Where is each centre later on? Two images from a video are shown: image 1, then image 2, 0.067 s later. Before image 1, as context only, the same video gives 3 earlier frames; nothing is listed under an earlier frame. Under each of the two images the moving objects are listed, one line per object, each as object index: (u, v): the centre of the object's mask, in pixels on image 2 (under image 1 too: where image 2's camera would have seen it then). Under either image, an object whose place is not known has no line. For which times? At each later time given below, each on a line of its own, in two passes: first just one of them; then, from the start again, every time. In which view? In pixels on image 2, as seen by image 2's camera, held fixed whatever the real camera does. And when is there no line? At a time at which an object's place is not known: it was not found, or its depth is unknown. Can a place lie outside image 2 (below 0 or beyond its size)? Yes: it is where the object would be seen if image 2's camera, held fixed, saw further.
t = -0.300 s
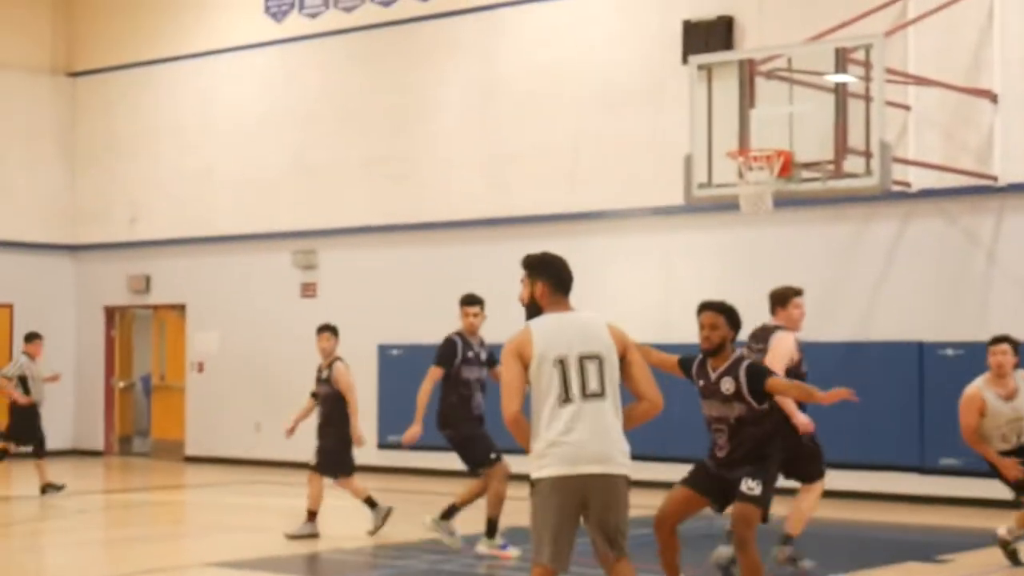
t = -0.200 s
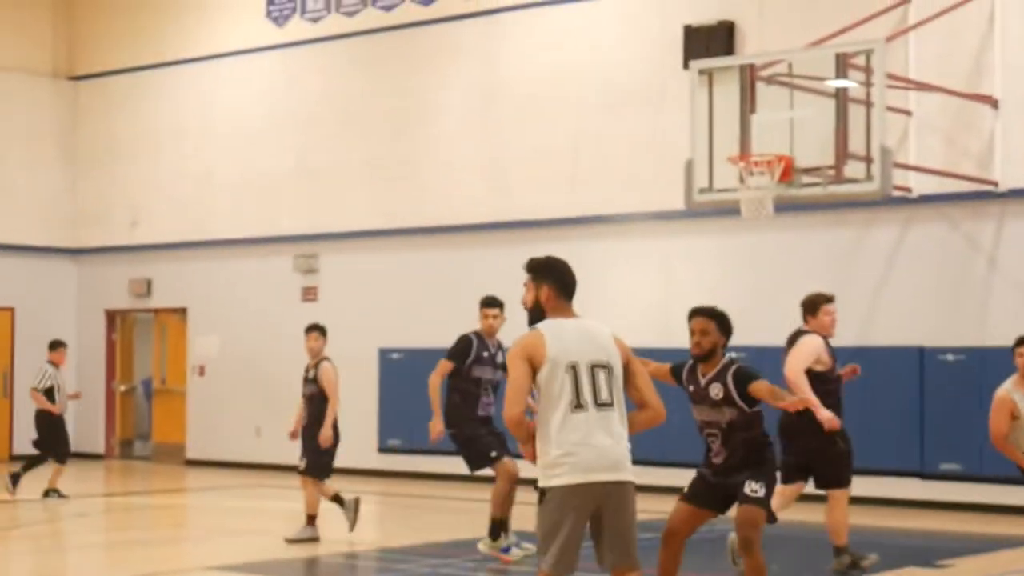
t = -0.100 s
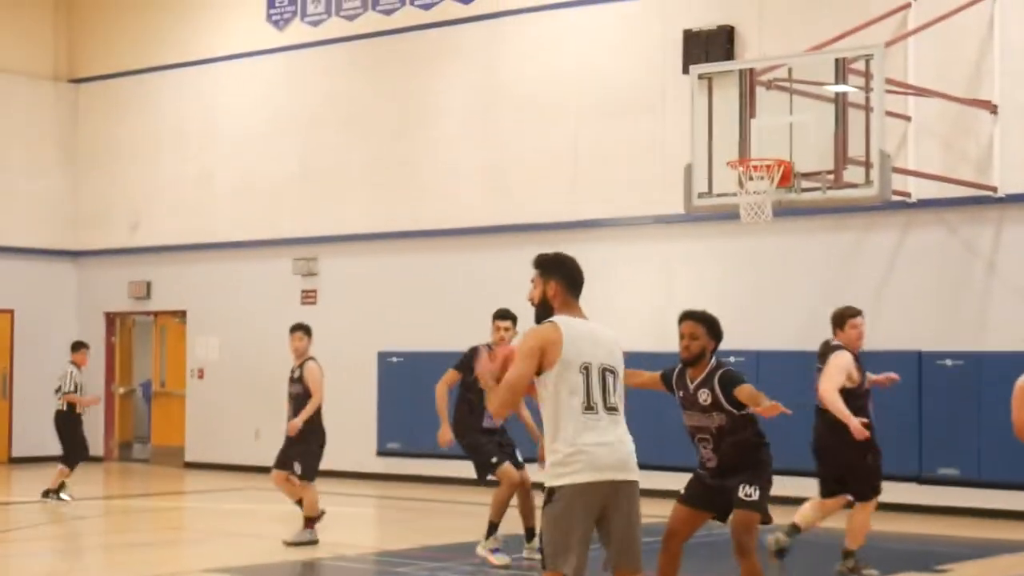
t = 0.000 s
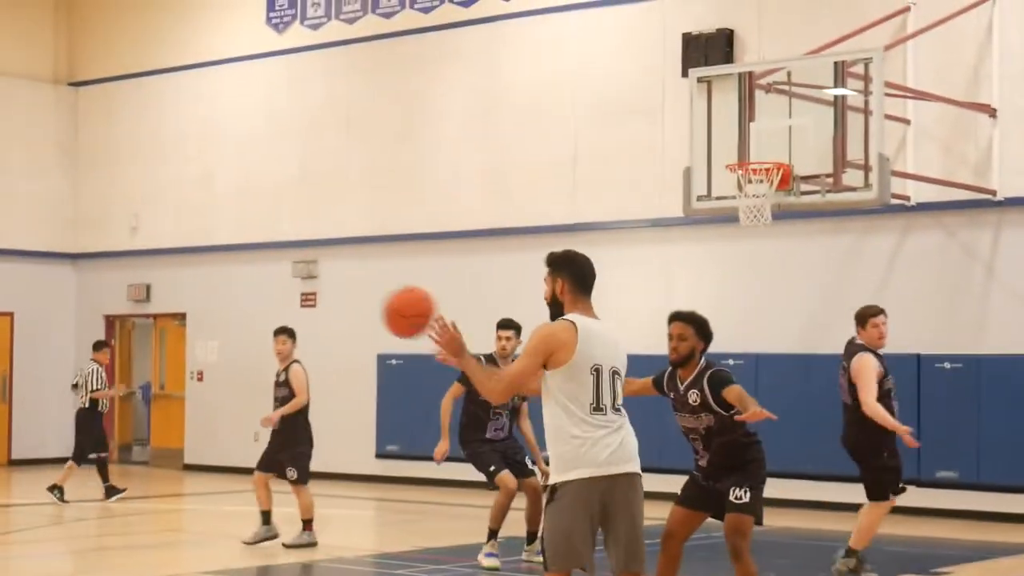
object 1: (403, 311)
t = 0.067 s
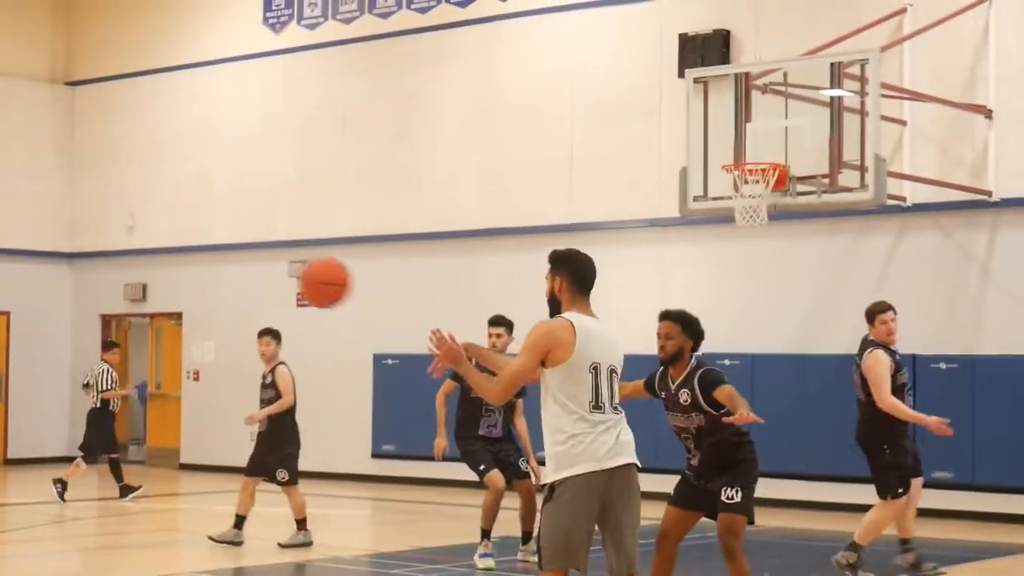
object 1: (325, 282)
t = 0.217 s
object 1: (156, 252)
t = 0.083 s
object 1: (305, 277)
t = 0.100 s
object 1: (286, 271)
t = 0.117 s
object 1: (267, 267)
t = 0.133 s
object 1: (247, 263)
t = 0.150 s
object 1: (229, 260)
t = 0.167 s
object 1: (211, 257)
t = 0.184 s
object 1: (192, 255)
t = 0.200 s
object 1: (174, 253)
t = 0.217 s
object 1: (156, 252)
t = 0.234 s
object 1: (139, 251)
